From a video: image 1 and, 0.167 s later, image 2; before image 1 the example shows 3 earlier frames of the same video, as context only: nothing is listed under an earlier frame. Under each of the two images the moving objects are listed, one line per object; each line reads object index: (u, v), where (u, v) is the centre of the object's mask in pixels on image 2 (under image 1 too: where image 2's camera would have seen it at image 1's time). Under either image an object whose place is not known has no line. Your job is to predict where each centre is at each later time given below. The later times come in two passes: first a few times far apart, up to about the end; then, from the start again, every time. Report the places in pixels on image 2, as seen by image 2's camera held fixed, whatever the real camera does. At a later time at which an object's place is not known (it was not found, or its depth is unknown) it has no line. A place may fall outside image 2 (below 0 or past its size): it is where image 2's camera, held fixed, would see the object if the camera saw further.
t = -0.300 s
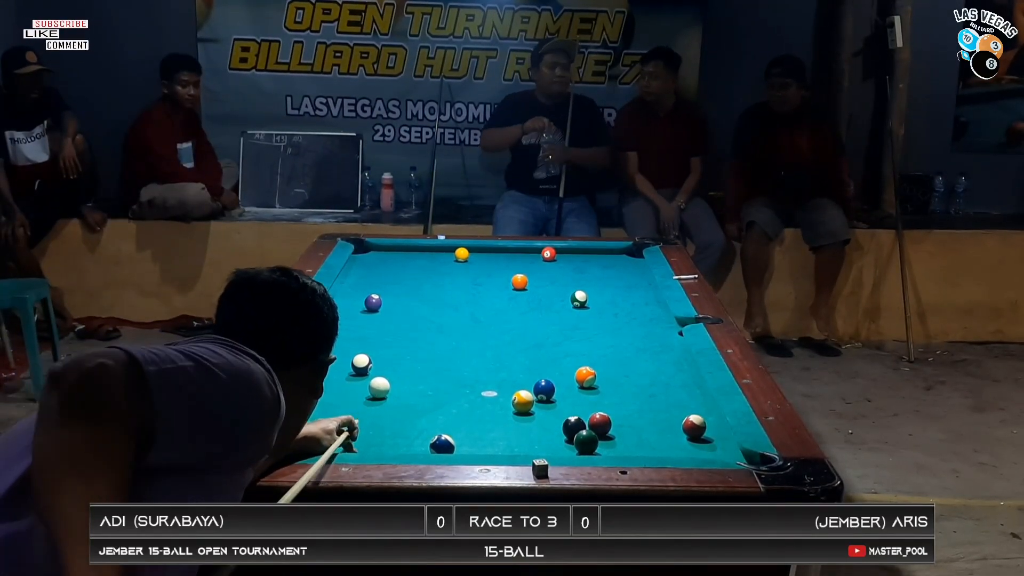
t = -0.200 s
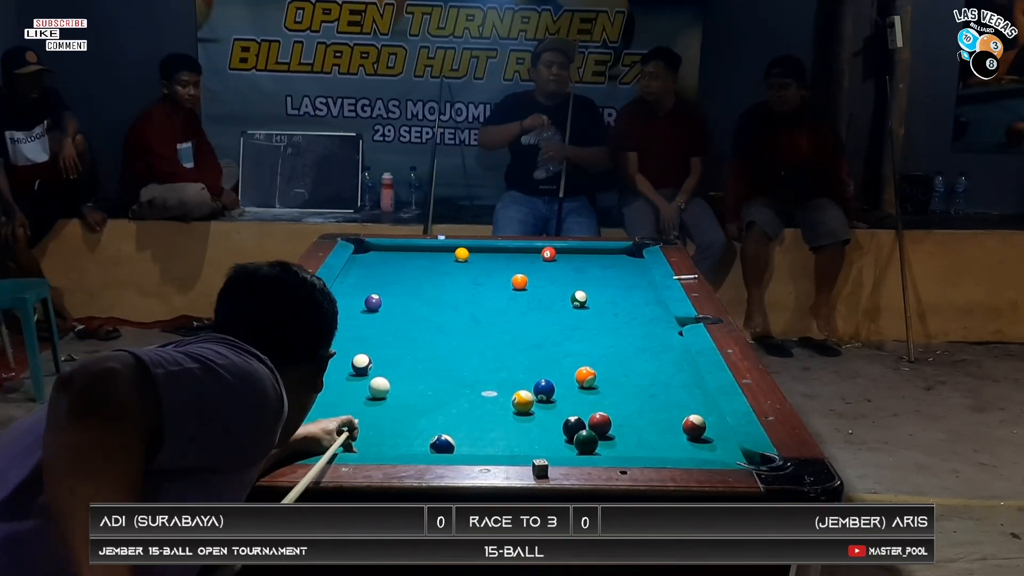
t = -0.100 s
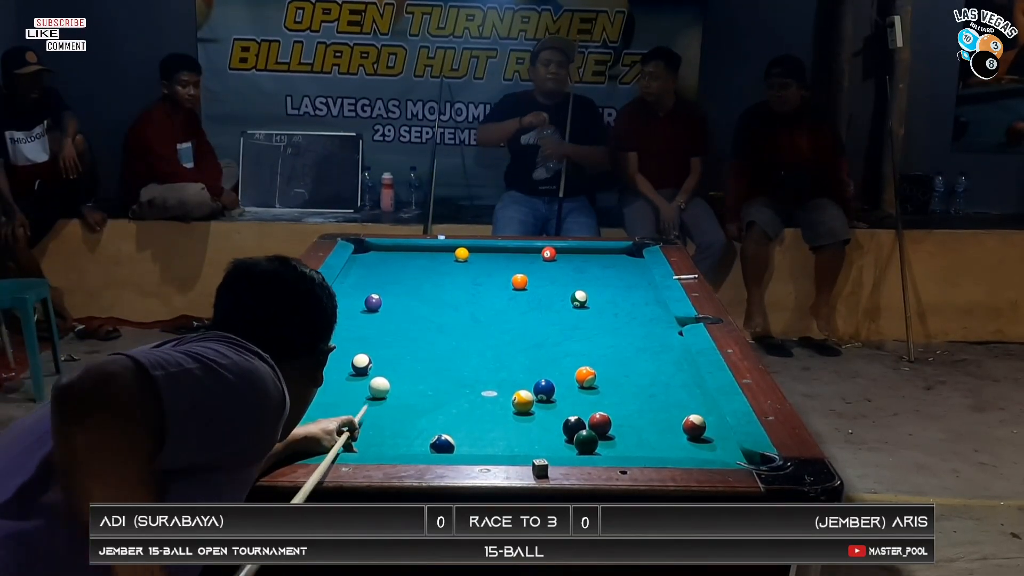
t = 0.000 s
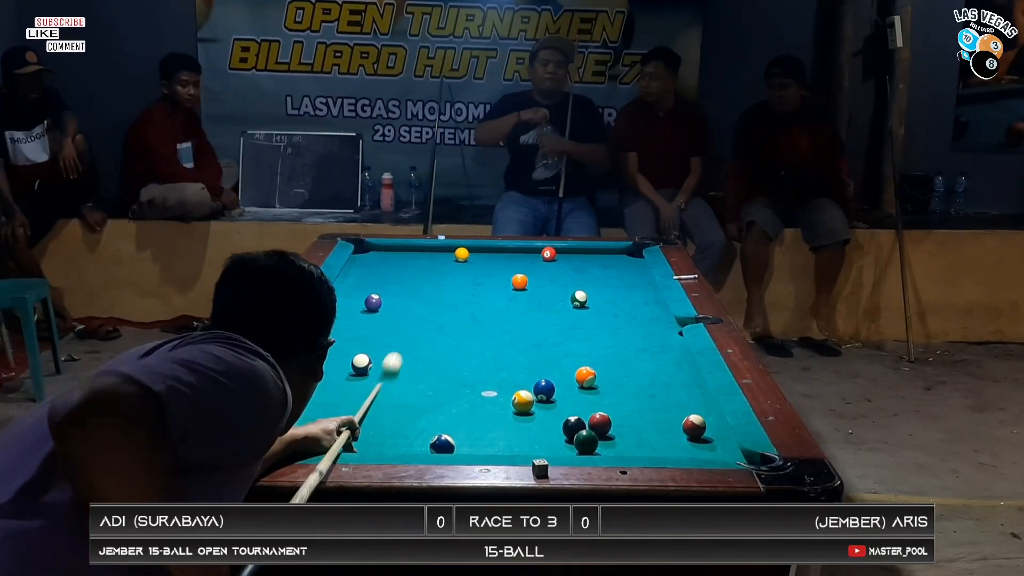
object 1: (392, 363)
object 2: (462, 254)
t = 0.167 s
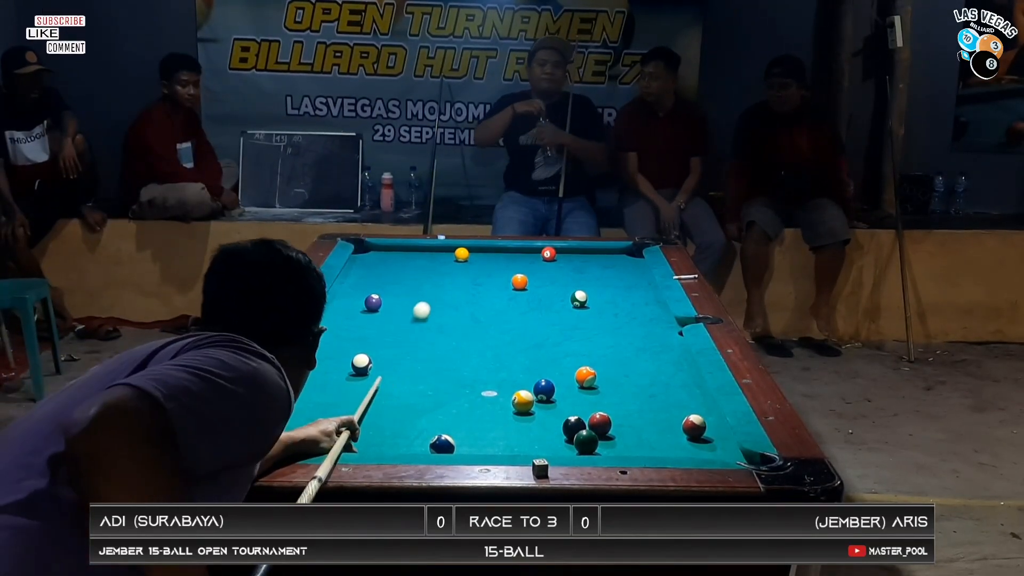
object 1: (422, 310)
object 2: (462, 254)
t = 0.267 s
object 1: (433, 289)
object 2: (461, 254)
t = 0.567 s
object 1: (435, 250)
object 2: (477, 253)
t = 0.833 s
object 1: (357, 259)
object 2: (521, 249)
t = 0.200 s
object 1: (426, 303)
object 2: (462, 255)
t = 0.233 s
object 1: (430, 296)
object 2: (462, 255)
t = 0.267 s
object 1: (433, 289)
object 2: (461, 254)
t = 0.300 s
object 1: (436, 283)
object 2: (462, 254)
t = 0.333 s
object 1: (439, 278)
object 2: (462, 254)
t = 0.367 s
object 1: (441, 273)
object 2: (462, 254)
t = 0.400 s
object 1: (443, 269)
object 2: (462, 254)
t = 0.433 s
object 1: (445, 264)
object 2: (462, 254)
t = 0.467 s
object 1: (447, 260)
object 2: (462, 254)
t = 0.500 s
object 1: (448, 256)
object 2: (462, 254)
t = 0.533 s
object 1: (442, 253)
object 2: (470, 253)
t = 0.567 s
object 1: (435, 250)
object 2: (477, 253)
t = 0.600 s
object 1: (428, 247)
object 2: (483, 252)
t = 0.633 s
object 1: (418, 249)
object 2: (489, 251)
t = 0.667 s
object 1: (408, 251)
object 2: (495, 251)
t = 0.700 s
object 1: (398, 252)
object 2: (501, 250)
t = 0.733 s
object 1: (388, 254)
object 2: (507, 249)
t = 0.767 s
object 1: (378, 256)
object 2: (512, 249)
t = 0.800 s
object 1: (367, 258)
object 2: (518, 249)
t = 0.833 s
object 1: (357, 259)
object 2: (521, 249)
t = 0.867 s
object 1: (358, 261)
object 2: (525, 250)
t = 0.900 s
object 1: (364, 263)
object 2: (529, 250)
